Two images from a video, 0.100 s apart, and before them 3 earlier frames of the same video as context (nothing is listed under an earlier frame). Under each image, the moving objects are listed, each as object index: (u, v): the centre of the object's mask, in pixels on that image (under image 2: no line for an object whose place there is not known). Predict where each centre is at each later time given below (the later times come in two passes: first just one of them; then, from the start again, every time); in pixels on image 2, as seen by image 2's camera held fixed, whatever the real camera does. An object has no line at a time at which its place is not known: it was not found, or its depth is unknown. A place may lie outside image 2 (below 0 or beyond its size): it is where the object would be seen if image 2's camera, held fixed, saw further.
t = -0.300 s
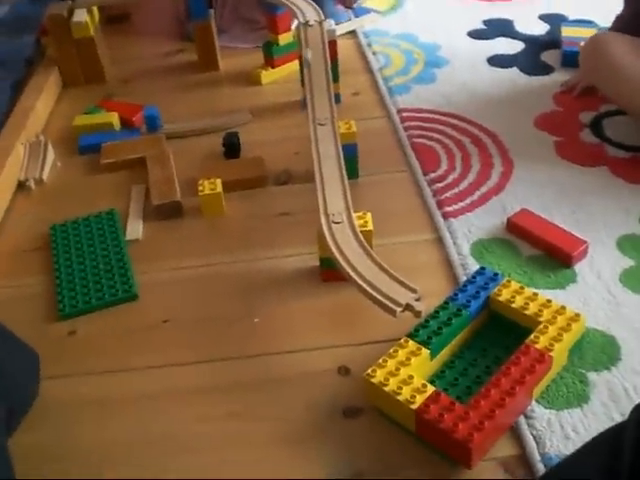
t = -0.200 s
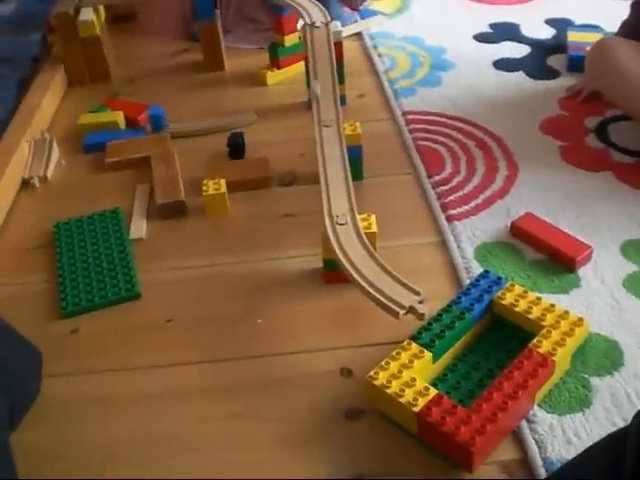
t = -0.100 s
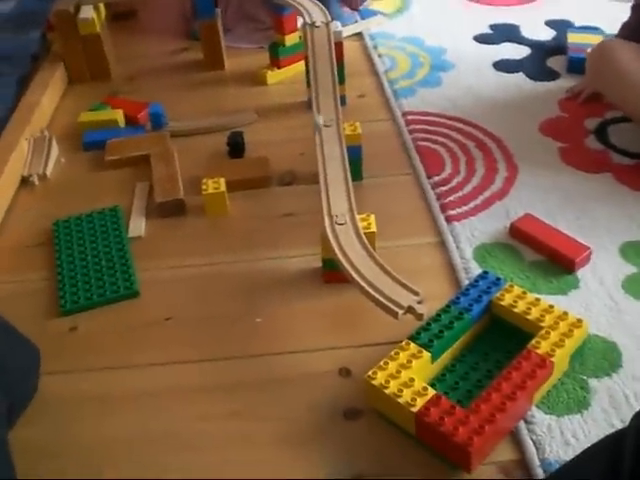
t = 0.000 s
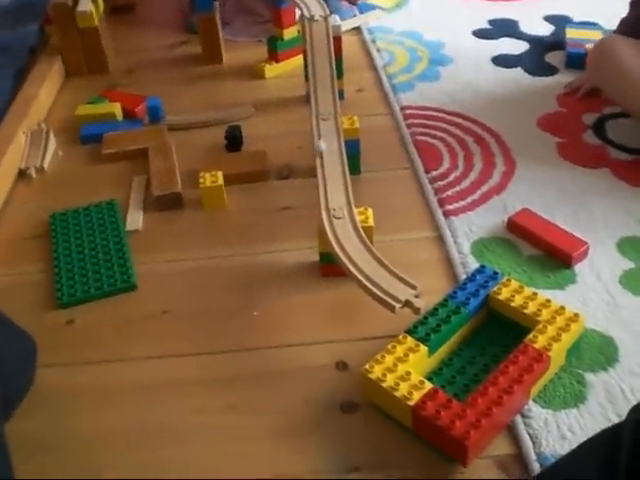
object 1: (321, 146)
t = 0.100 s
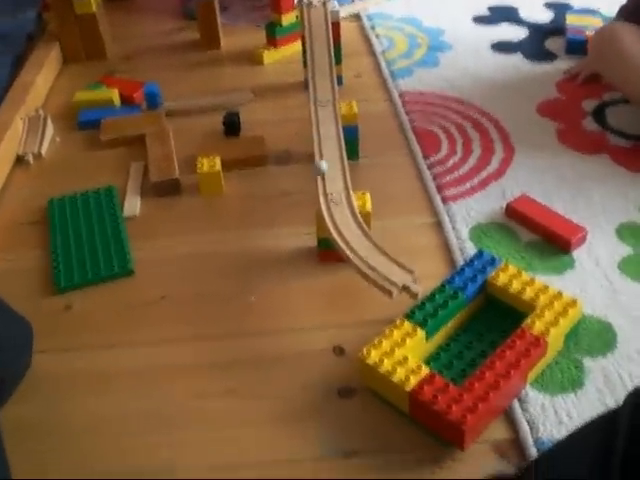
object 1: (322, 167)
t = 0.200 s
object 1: (328, 208)
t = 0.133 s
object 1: (323, 180)
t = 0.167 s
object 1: (325, 192)
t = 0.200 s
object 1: (328, 208)
